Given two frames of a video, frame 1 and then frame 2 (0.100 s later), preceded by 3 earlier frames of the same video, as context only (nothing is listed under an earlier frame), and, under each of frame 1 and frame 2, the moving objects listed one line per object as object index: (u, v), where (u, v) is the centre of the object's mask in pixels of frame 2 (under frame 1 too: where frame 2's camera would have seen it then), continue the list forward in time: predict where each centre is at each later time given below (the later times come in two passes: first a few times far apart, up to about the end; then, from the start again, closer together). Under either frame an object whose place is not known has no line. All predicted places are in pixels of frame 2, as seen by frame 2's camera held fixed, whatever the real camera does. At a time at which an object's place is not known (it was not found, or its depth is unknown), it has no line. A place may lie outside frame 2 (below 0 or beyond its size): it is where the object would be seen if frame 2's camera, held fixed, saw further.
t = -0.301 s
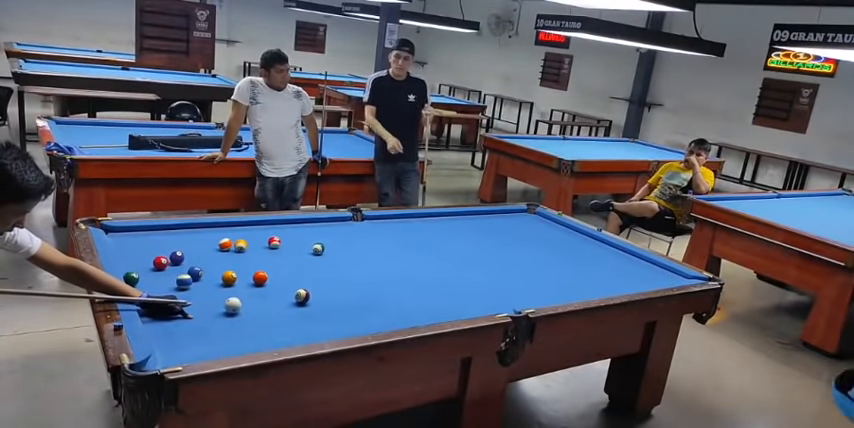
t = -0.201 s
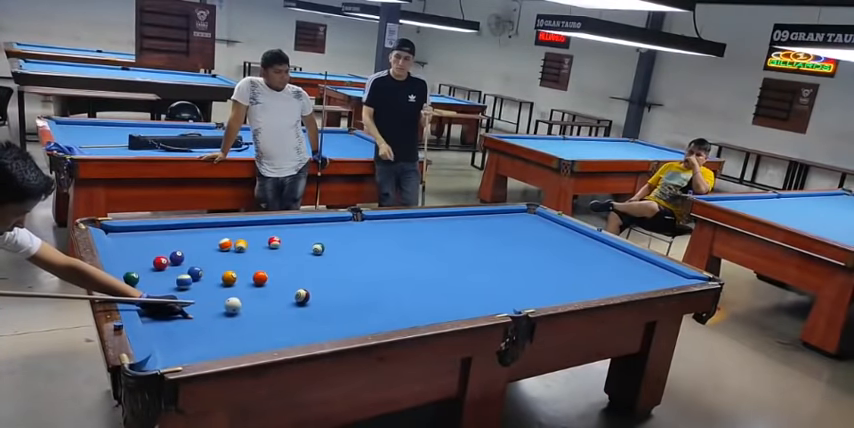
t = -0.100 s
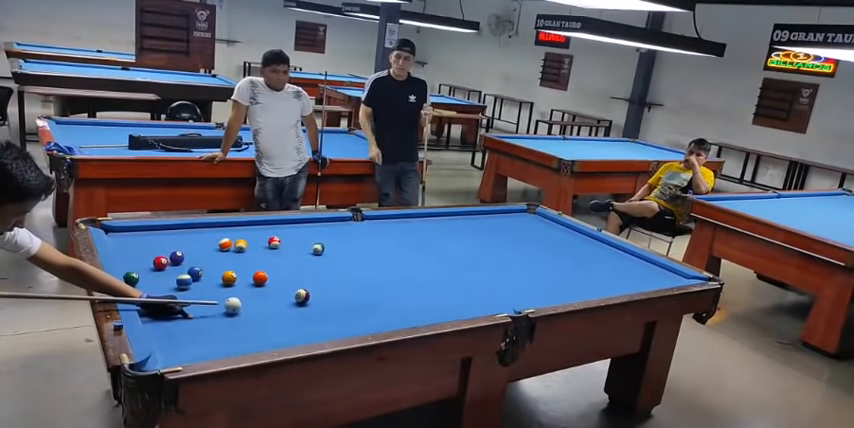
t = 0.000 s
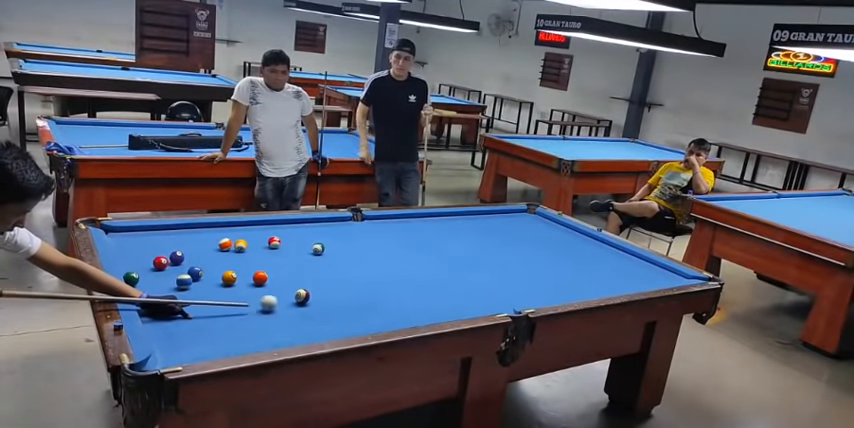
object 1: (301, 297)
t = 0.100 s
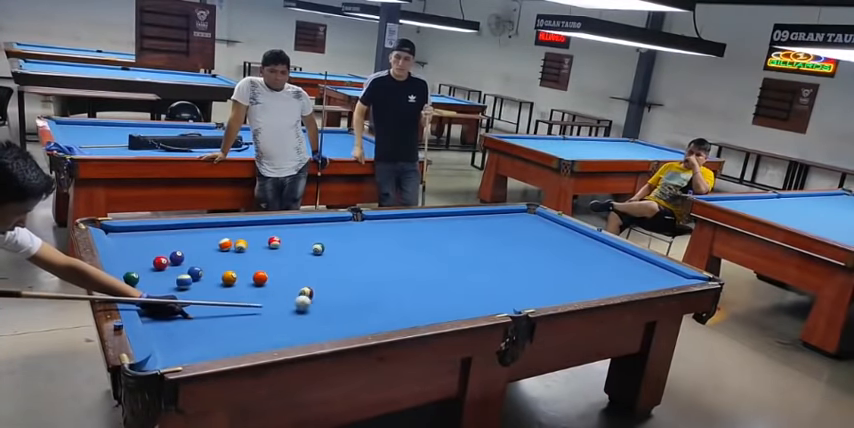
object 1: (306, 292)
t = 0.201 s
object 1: (314, 289)
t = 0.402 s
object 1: (329, 280)
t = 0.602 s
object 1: (342, 272)
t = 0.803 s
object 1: (354, 264)
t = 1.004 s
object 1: (364, 257)
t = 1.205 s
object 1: (375, 251)
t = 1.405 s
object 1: (384, 245)
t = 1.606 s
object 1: (392, 240)
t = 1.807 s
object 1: (399, 235)
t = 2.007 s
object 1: (405, 231)
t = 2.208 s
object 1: (411, 227)
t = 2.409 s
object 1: (417, 224)
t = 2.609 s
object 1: (422, 220)
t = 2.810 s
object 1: (426, 217)
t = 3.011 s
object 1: (432, 216)
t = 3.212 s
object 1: (439, 216)
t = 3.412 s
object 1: (447, 217)
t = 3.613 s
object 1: (454, 219)
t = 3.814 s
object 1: (460, 219)
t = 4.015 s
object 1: (467, 220)
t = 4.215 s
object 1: (472, 221)
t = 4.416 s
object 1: (478, 221)
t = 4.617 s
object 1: (482, 222)
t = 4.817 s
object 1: (486, 223)
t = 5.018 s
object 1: (490, 223)
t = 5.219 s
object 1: (493, 223)
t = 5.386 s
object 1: (496, 223)
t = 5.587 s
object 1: (498, 224)
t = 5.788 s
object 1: (501, 224)
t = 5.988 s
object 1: (502, 224)
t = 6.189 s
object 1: (504, 224)
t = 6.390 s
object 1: (505, 224)
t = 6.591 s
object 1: (505, 224)
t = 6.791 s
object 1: (506, 224)
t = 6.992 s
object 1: (506, 224)
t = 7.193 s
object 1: (506, 224)
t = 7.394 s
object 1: (506, 224)
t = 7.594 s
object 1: (506, 224)
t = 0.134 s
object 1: (309, 291)
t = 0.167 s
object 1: (312, 290)
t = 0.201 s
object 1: (314, 289)
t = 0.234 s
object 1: (317, 287)
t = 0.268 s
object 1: (319, 286)
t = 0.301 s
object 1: (322, 284)
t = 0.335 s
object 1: (324, 282)
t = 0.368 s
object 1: (327, 281)
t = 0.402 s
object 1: (329, 280)
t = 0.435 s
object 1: (331, 279)
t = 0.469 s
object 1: (333, 277)
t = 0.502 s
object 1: (336, 275)
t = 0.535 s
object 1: (338, 274)
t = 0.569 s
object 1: (340, 273)
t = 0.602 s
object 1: (342, 272)
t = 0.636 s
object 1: (344, 270)
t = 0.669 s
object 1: (346, 269)
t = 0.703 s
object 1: (348, 268)
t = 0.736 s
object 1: (350, 267)
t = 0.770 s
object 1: (351, 265)
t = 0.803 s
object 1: (354, 264)
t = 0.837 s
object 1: (355, 263)
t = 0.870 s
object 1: (357, 262)
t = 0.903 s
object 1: (359, 261)
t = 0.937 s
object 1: (361, 260)
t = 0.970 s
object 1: (362, 259)
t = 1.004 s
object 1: (364, 257)
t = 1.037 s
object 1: (367, 256)
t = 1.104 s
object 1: (369, 254)
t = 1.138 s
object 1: (370, 253)
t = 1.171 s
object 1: (372, 252)
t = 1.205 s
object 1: (375, 251)
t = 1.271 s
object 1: (378, 249)
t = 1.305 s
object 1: (380, 248)
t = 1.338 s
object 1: (381, 247)
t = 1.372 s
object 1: (382, 246)
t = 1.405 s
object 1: (384, 245)
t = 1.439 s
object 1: (385, 244)
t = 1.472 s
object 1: (387, 243)
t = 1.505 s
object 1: (388, 242)
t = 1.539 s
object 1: (389, 242)
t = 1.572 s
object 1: (390, 241)
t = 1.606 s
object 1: (392, 240)
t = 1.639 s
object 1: (393, 239)
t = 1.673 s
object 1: (394, 238)
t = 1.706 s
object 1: (395, 238)
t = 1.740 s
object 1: (396, 237)
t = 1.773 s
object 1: (398, 236)
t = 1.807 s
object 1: (399, 235)
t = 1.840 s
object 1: (400, 235)
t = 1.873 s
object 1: (401, 234)
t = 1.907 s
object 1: (402, 234)
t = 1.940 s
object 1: (403, 233)
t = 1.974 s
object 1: (404, 232)
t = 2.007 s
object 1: (405, 231)
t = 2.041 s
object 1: (406, 231)
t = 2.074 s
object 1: (407, 230)
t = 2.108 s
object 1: (408, 230)
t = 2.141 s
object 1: (409, 229)
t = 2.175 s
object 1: (410, 228)
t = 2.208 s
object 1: (411, 227)
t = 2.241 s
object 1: (412, 227)
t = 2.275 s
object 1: (413, 226)
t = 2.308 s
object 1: (414, 226)
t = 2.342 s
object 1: (415, 225)
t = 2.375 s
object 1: (416, 224)
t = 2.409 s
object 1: (417, 224)
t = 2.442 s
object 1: (418, 223)
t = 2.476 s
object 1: (418, 223)
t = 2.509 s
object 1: (419, 223)
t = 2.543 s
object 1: (420, 222)
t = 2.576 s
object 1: (421, 221)
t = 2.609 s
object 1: (422, 220)
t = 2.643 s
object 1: (422, 219)
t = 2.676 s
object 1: (423, 219)
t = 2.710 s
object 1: (424, 219)
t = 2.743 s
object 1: (424, 219)
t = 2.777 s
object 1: (425, 217)
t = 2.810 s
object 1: (426, 217)
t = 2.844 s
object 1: (427, 216)
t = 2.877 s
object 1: (428, 216)
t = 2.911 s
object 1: (428, 216)
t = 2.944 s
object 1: (428, 216)
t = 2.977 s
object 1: (430, 216)
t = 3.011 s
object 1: (432, 216)
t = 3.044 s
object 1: (434, 216)
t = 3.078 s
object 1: (435, 216)
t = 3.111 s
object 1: (436, 216)
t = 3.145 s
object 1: (436, 216)
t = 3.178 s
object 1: (437, 216)
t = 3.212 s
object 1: (439, 216)
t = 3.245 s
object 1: (441, 216)
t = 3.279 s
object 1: (442, 216)
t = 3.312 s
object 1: (444, 216)
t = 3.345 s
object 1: (445, 217)
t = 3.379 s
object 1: (446, 217)
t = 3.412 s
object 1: (447, 217)
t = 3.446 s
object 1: (448, 218)
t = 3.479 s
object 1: (449, 218)
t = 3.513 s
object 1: (450, 218)
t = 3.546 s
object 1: (451, 218)
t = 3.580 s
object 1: (453, 218)
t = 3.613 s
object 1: (454, 219)
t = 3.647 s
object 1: (455, 219)
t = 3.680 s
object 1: (456, 219)
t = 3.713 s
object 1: (457, 219)
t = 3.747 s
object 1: (458, 219)
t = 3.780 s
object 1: (459, 219)
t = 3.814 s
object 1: (460, 219)
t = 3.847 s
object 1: (461, 219)
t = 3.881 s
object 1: (462, 219)
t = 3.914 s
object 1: (464, 219)
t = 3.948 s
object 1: (464, 219)
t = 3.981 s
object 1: (466, 219)
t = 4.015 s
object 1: (467, 220)
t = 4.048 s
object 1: (468, 220)
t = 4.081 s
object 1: (468, 220)
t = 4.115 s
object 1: (469, 221)
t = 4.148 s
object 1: (470, 220)
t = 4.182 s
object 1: (471, 221)
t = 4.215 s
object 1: (472, 221)
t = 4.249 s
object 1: (472, 221)
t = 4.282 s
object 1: (473, 221)
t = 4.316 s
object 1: (474, 221)
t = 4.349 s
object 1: (475, 221)
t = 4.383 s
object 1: (477, 221)
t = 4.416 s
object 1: (478, 221)
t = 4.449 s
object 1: (479, 221)
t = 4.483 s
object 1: (479, 221)
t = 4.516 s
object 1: (480, 222)
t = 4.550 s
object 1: (481, 222)
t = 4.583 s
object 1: (482, 222)
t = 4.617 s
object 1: (482, 222)
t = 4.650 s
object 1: (483, 222)
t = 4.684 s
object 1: (484, 223)
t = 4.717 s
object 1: (484, 223)
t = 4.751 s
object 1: (485, 223)
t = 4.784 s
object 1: (486, 223)
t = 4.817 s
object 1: (486, 223)
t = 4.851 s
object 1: (487, 223)
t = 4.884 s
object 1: (487, 223)
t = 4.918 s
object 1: (488, 223)
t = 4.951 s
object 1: (488, 223)
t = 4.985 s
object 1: (489, 223)
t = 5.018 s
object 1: (490, 223)
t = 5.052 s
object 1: (490, 223)
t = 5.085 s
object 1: (491, 223)
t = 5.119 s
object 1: (491, 224)
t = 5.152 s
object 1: (492, 224)
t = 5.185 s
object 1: (492, 224)
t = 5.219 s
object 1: (493, 223)
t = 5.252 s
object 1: (494, 224)
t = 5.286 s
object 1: (494, 224)
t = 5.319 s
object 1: (495, 224)
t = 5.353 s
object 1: (495, 223)
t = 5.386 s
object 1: (496, 223)
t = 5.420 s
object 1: (496, 224)
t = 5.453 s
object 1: (496, 224)
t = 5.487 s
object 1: (497, 224)
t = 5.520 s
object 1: (497, 224)
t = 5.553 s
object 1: (498, 224)
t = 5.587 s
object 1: (498, 224)
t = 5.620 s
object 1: (498, 224)
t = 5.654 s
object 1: (499, 224)
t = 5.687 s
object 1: (499, 224)
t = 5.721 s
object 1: (500, 224)
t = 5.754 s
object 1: (500, 224)
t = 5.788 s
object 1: (501, 224)
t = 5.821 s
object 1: (501, 224)
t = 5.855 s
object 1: (501, 224)
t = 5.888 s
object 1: (502, 224)
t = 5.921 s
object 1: (502, 224)
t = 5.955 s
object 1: (502, 224)
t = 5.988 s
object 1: (502, 224)
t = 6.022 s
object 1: (503, 224)
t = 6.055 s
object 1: (503, 224)
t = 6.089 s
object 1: (503, 224)
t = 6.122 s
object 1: (503, 224)
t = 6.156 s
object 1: (504, 224)
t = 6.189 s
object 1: (504, 224)
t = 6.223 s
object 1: (504, 224)
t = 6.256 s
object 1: (504, 224)
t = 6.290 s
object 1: (504, 224)
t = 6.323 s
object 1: (505, 224)
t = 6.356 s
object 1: (505, 224)
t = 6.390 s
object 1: (505, 224)
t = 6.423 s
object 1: (505, 224)
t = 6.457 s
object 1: (505, 224)
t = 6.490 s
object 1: (505, 224)
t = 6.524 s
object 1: (505, 224)
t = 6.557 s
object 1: (505, 224)
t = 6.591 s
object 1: (505, 224)
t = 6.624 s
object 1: (506, 224)
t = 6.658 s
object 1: (506, 224)
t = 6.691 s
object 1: (506, 224)
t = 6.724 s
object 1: (506, 224)
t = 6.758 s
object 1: (506, 224)
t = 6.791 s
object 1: (506, 224)
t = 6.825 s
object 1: (506, 224)
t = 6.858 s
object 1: (506, 224)
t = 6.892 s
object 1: (506, 224)
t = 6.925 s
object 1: (506, 224)
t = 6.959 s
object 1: (506, 224)
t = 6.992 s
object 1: (506, 224)
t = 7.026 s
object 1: (506, 224)
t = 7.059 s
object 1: (506, 224)
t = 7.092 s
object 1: (506, 224)
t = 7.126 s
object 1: (506, 224)
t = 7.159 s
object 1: (506, 224)
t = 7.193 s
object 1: (506, 224)
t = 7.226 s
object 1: (506, 224)
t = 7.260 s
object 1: (506, 224)
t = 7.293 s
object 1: (506, 224)
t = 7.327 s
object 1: (506, 224)
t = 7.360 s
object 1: (506, 224)
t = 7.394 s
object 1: (506, 224)
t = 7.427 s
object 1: (506, 224)
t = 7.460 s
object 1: (506, 224)
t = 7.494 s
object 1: (506, 224)
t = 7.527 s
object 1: (506, 224)
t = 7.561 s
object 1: (506, 224)
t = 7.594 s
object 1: (506, 224)
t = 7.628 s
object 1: (506, 224)
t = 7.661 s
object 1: (506, 224)
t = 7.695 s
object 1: (506, 224)
